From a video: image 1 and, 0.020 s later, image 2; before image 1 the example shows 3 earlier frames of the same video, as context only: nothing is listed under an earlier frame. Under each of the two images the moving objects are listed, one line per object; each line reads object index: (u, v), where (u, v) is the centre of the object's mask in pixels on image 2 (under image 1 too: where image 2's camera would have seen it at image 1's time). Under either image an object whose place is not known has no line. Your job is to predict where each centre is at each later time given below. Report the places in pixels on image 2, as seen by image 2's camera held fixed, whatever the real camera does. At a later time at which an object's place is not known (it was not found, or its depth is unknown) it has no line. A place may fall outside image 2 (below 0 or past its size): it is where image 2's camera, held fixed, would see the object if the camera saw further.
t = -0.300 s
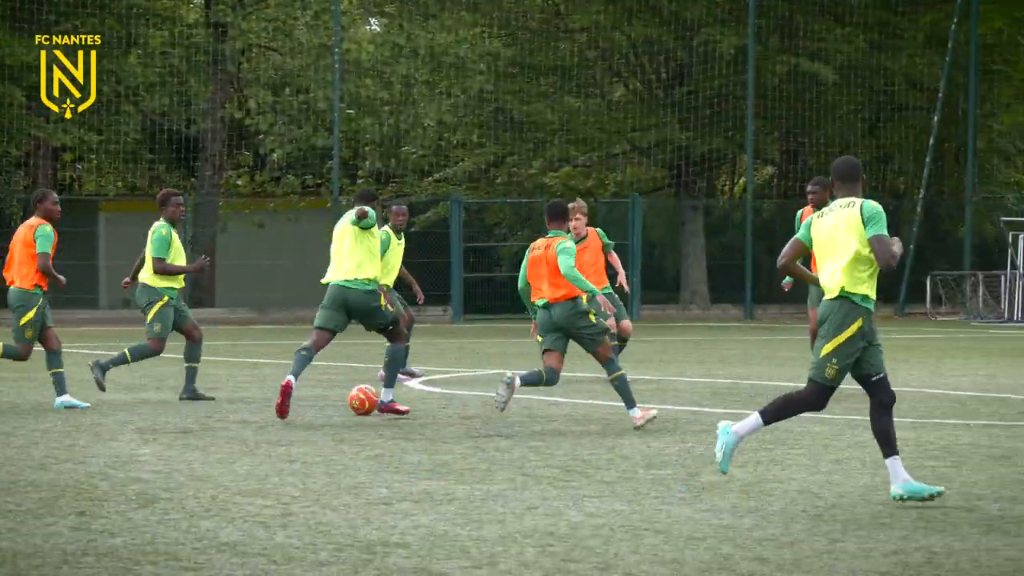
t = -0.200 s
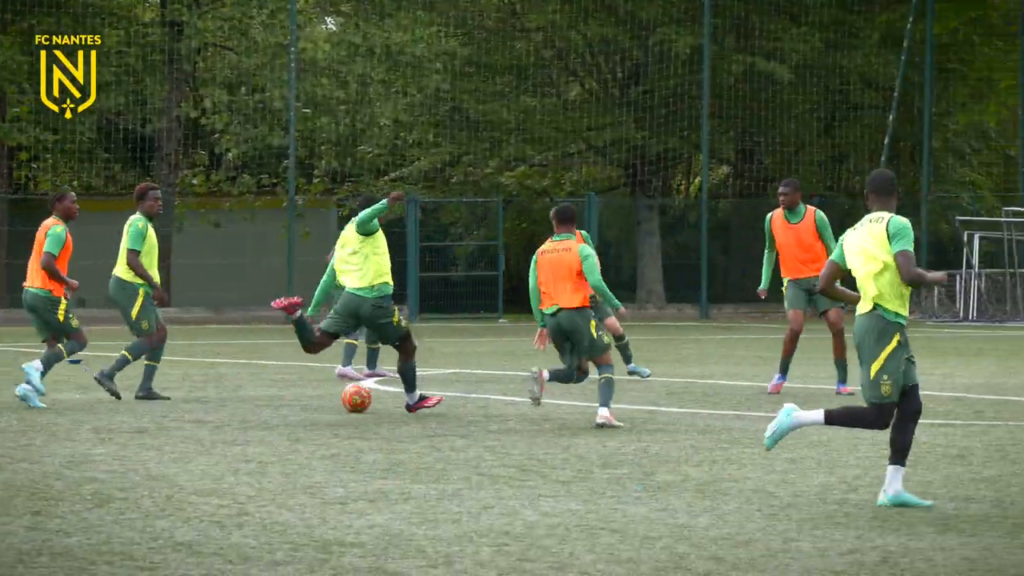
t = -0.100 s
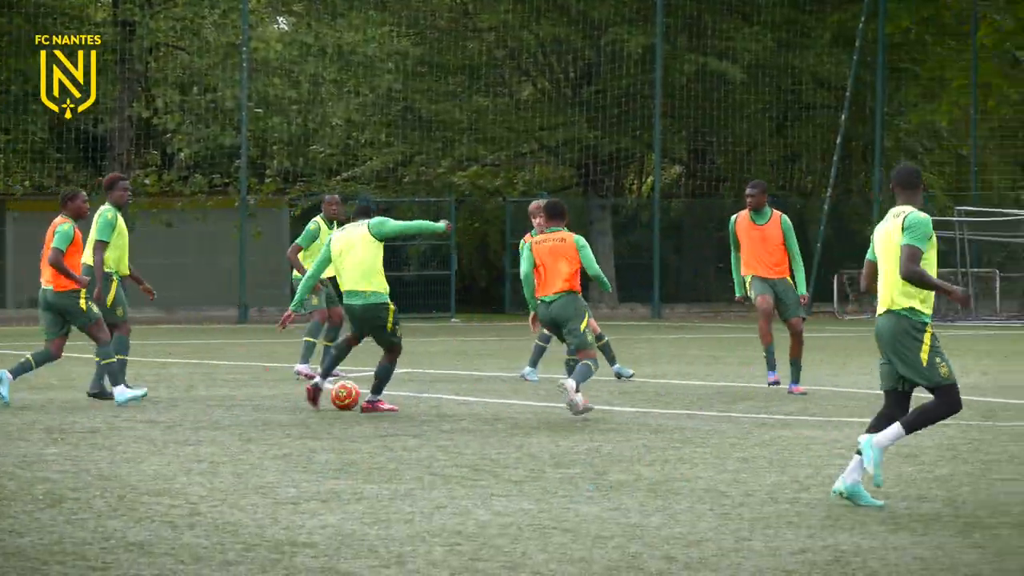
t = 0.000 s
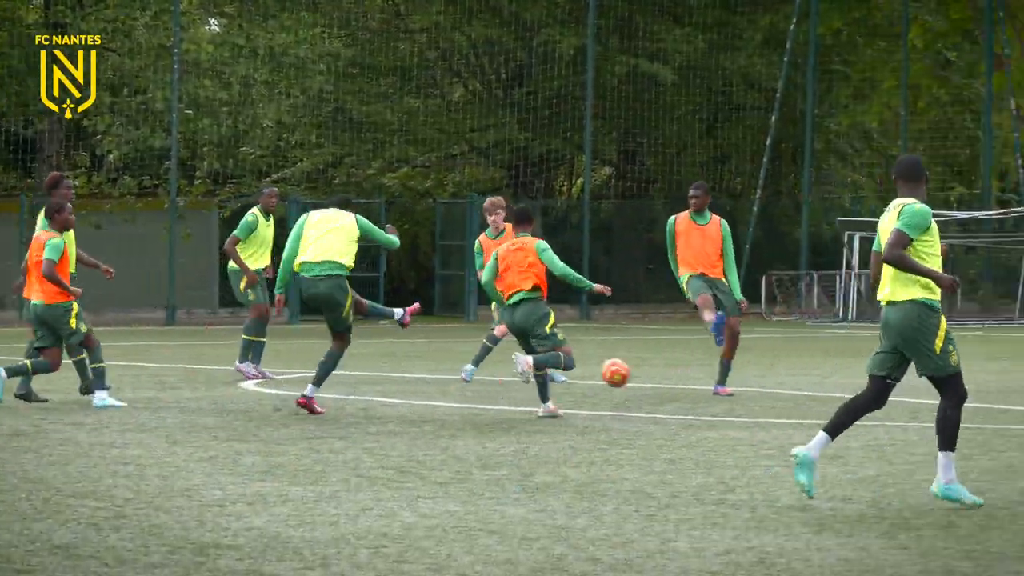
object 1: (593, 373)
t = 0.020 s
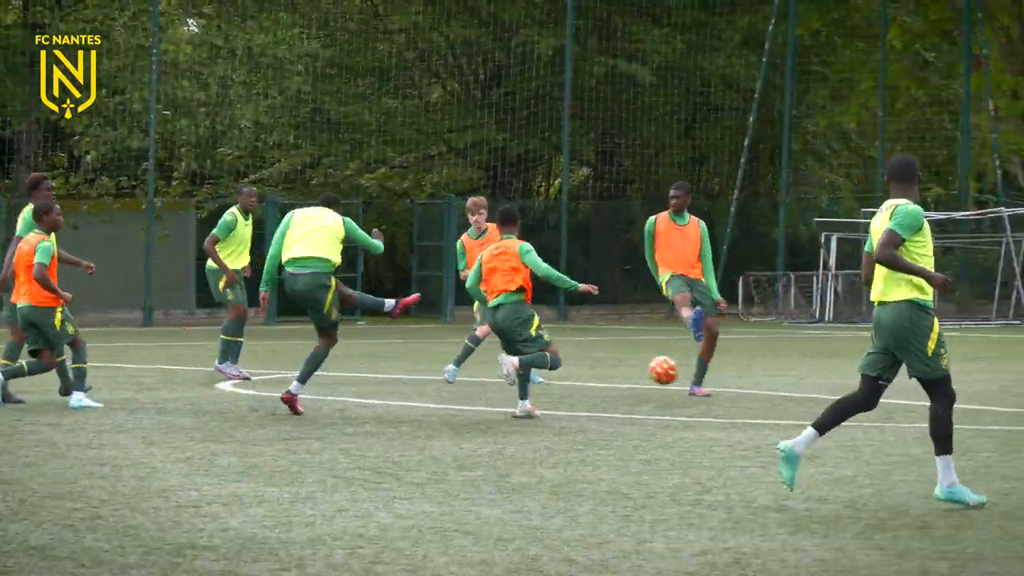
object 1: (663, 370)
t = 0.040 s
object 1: (732, 367)
